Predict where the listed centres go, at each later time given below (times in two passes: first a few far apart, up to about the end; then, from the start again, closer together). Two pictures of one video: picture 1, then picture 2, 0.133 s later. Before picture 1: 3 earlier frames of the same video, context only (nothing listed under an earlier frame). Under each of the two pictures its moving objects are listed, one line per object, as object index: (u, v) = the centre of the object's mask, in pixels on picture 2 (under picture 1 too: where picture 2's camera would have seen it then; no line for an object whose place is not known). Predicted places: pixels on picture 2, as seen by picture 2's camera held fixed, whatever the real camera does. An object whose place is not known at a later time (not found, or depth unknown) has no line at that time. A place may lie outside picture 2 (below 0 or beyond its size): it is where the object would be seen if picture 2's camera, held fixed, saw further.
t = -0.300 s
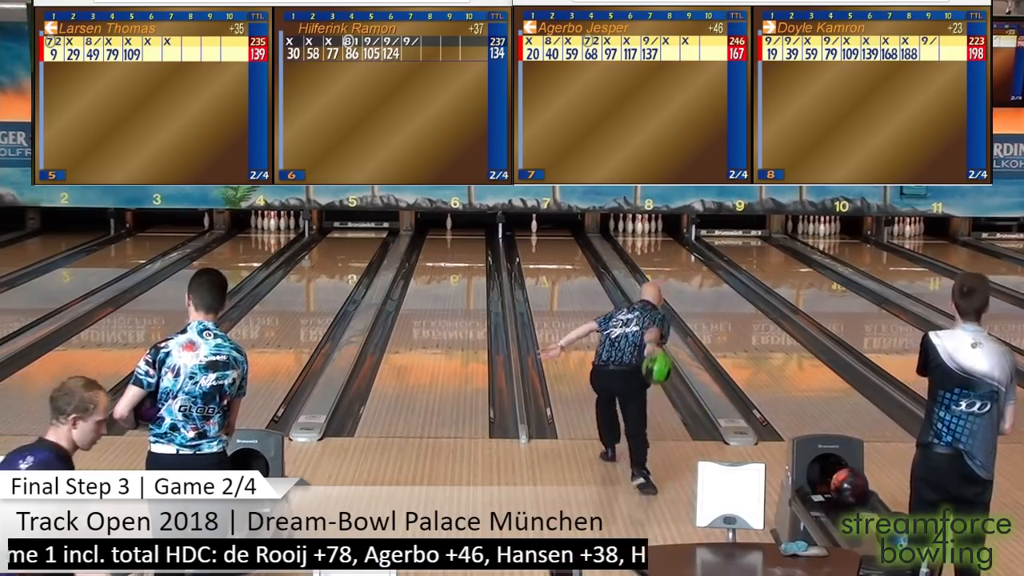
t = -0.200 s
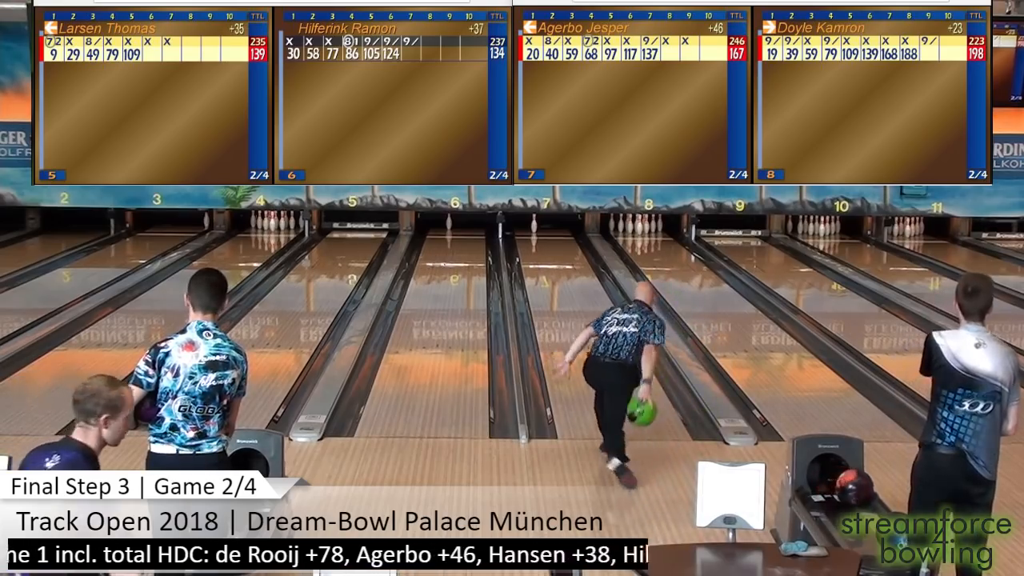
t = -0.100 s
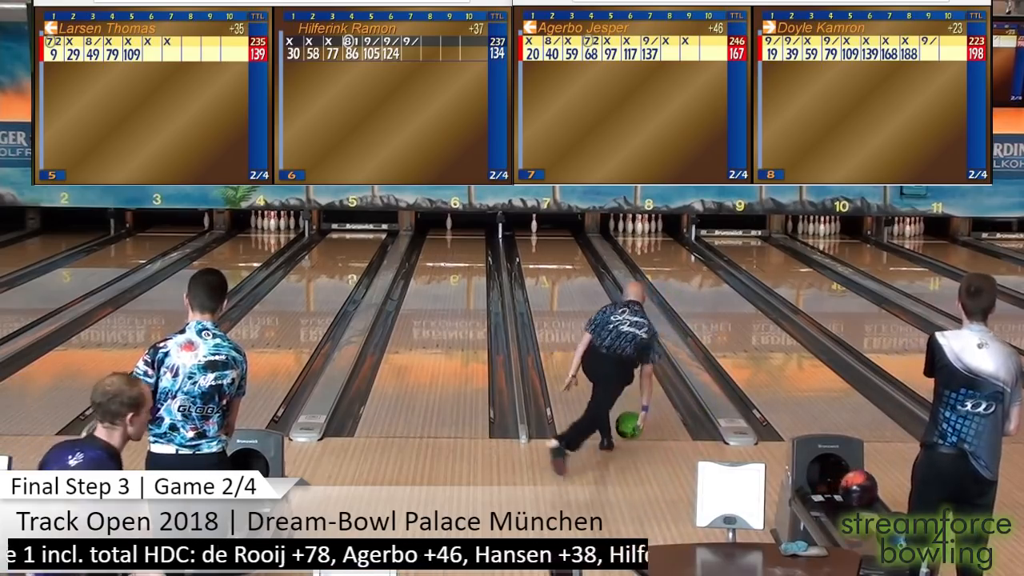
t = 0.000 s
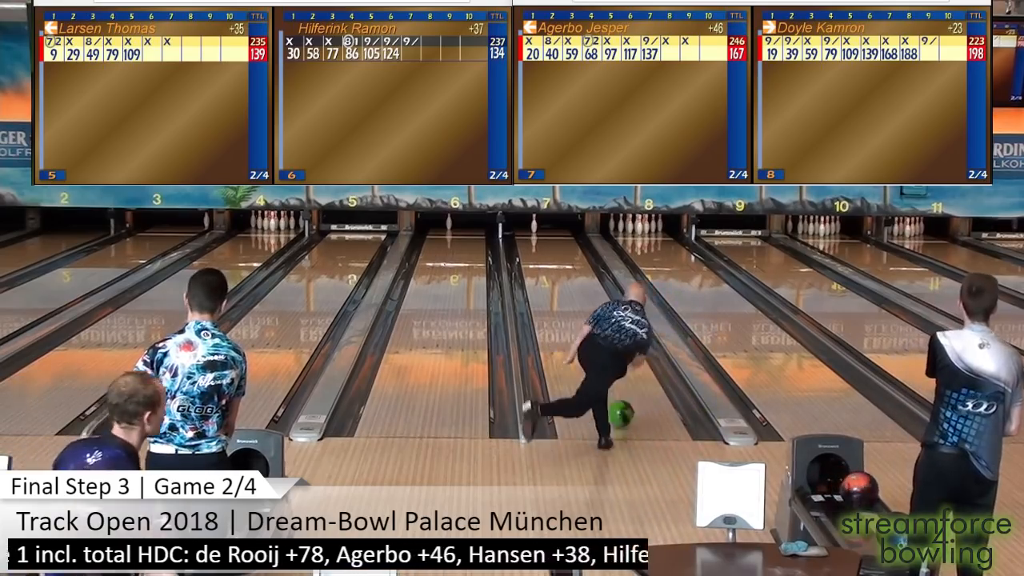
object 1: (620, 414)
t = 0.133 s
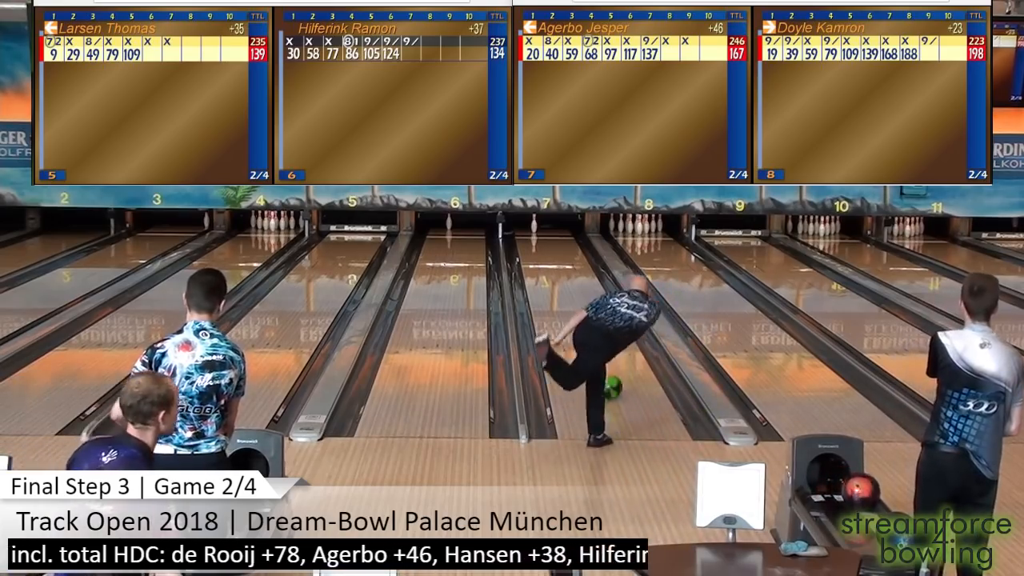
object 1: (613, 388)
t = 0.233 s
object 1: (609, 371)
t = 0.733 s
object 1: (576, 308)
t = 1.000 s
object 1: (569, 287)
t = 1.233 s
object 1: (562, 271)
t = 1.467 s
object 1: (554, 256)
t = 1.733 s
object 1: (546, 243)
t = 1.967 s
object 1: (538, 233)
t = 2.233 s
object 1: (530, 223)
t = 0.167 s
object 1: (611, 381)
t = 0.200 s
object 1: (610, 378)
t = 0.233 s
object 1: (609, 371)
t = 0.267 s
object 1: (608, 364)
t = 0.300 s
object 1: (607, 359)
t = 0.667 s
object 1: (576, 313)
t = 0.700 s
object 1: (576, 312)
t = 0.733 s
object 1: (576, 308)
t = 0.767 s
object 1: (576, 305)
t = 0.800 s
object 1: (576, 303)
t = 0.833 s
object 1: (573, 300)
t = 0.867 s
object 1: (571, 296)
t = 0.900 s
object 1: (571, 293)
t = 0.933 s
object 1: (571, 292)
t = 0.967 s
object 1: (569, 289)
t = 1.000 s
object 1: (569, 287)
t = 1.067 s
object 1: (566, 282)
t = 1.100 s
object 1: (565, 281)
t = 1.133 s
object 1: (565, 278)
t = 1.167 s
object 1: (563, 275)
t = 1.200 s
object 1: (562, 273)
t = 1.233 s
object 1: (562, 271)
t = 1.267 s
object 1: (560, 268)
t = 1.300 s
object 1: (560, 267)
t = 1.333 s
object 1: (558, 265)
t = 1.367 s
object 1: (556, 262)
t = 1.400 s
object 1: (556, 261)
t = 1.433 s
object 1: (555, 258)
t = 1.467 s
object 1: (554, 256)
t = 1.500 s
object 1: (554, 256)
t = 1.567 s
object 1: (551, 250)
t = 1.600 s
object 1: (549, 249)
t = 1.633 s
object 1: (549, 248)
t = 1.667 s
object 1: (548, 246)
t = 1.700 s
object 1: (547, 245)
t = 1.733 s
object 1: (546, 243)
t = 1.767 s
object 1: (544, 240)
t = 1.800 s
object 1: (544, 240)
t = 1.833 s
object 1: (543, 238)
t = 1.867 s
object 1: (542, 236)
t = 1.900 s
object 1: (541, 235)
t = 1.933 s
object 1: (539, 234)
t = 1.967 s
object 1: (538, 233)
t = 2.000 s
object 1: (539, 232)
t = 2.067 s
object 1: (535, 228)
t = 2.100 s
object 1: (534, 227)
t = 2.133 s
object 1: (533, 225)
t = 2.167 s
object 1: (532, 225)
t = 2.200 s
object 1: (532, 223)
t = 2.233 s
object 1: (530, 223)
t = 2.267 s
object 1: (529, 223)
